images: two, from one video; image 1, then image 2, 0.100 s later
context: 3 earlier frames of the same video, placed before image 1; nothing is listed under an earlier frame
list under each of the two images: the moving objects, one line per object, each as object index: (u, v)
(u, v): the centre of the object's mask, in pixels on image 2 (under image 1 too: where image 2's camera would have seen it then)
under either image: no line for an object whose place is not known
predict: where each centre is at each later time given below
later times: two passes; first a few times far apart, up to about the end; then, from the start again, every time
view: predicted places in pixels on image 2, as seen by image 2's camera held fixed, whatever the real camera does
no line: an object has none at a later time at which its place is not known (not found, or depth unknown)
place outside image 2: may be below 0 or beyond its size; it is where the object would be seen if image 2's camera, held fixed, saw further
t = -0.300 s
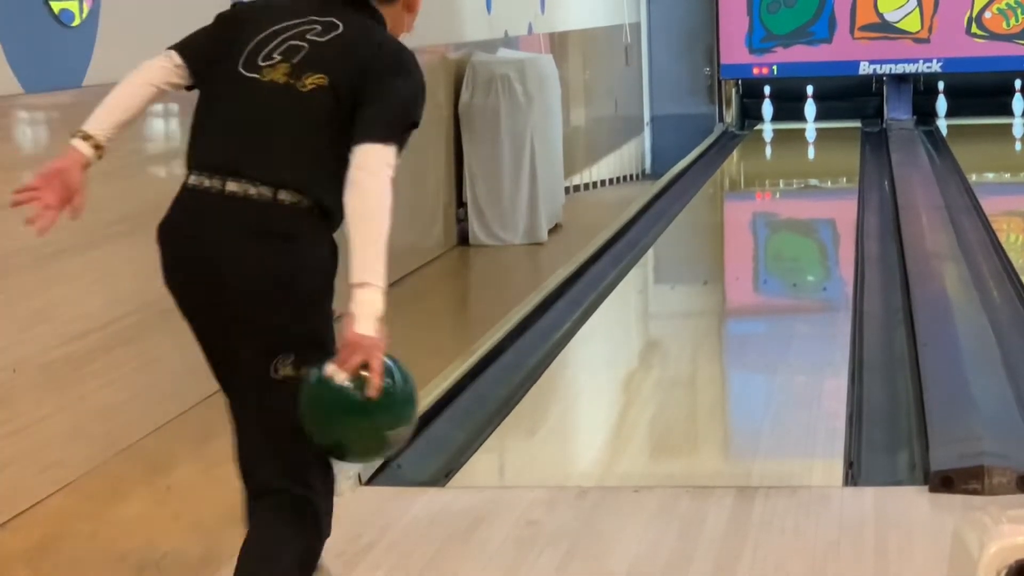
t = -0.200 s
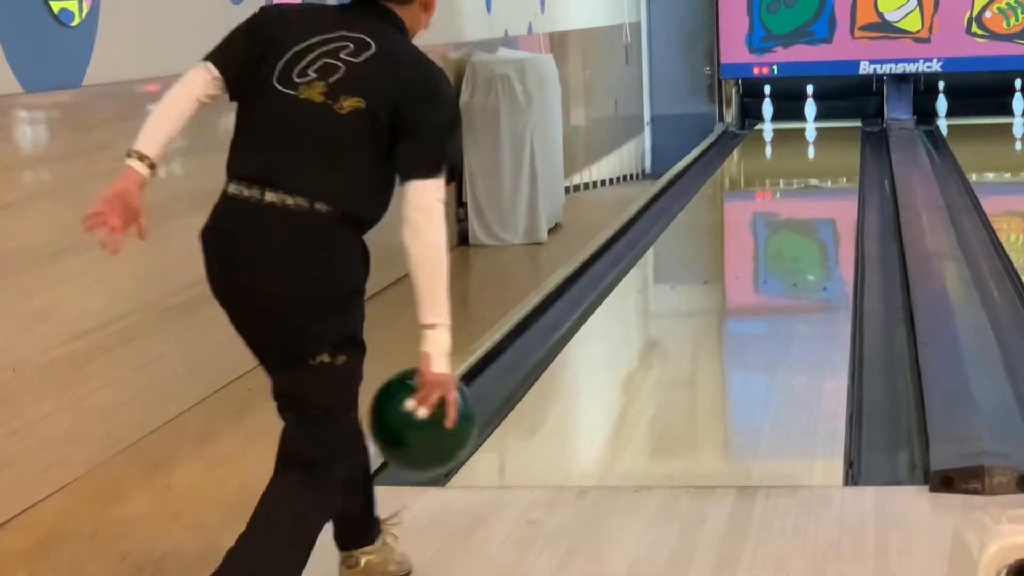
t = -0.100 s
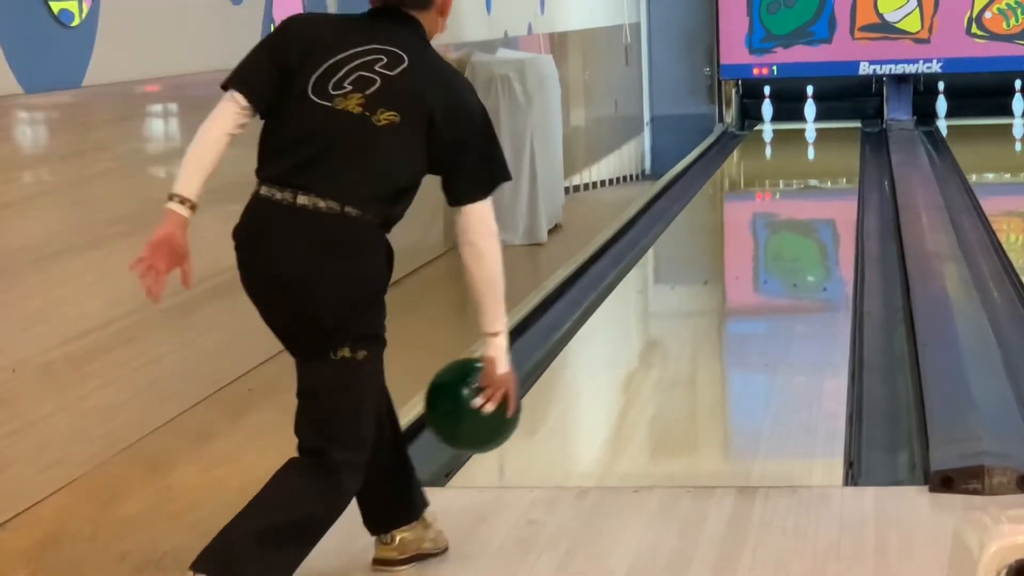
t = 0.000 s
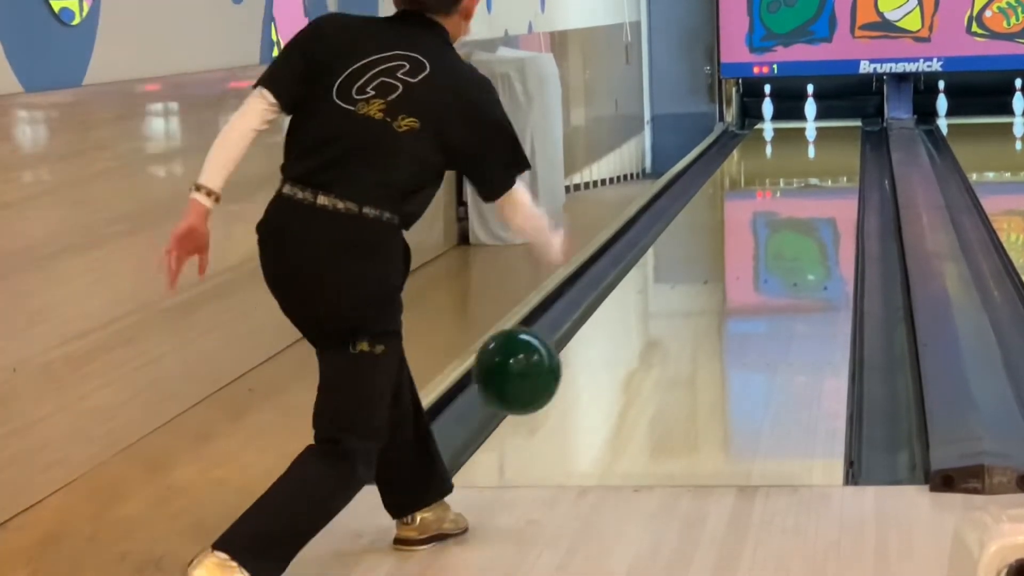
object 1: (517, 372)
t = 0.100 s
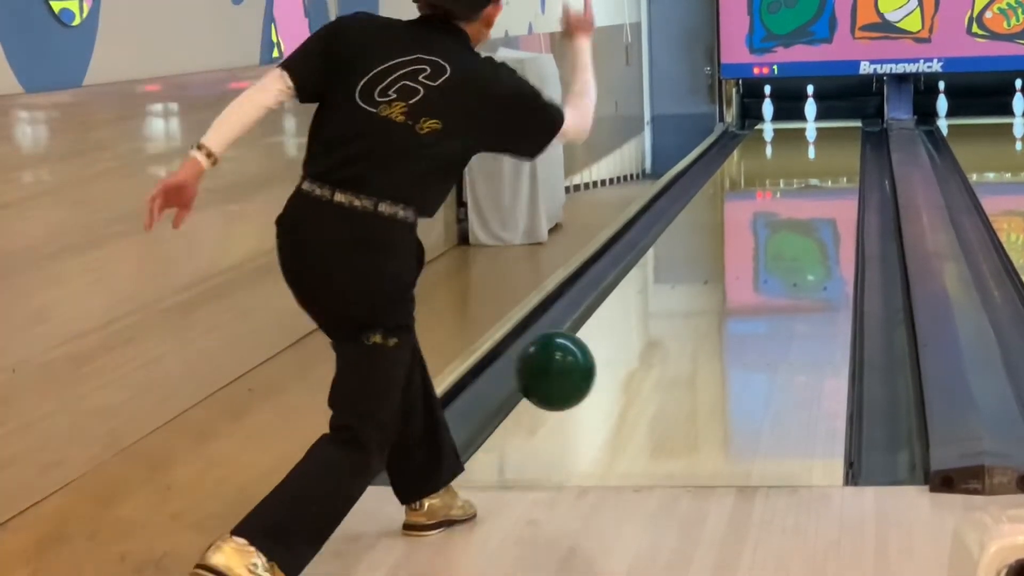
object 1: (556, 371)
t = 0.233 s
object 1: (598, 395)
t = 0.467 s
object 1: (650, 335)
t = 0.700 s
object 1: (688, 290)
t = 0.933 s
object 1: (717, 257)
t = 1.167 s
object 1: (739, 230)
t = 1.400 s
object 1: (756, 208)
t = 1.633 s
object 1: (771, 190)
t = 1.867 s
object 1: (783, 174)
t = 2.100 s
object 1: (792, 163)
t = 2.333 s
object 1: (800, 152)
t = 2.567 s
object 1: (806, 142)
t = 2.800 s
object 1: (812, 133)
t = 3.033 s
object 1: (816, 126)
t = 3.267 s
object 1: (818, 121)
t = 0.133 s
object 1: (568, 379)
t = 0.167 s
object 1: (579, 389)
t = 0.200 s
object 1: (588, 404)
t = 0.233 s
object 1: (598, 395)
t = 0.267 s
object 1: (606, 387)
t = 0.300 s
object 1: (615, 377)
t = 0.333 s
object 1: (623, 369)
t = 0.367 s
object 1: (630, 359)
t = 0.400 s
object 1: (637, 351)
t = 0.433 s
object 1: (644, 343)
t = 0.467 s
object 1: (650, 335)
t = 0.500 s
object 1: (656, 328)
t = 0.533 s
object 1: (662, 321)
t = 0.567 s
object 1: (668, 314)
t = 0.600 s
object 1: (673, 308)
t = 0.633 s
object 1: (678, 302)
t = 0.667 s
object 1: (684, 295)
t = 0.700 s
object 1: (688, 290)
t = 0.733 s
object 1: (693, 285)
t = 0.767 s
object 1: (697, 279)
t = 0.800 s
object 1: (701, 275)
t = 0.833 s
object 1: (705, 270)
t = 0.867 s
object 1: (710, 265)
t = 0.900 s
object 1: (713, 261)
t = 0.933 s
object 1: (717, 257)
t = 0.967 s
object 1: (720, 251)
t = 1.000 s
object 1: (724, 248)
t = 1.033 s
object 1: (727, 244)
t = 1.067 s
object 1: (730, 240)
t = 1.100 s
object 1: (733, 237)
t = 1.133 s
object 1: (736, 234)
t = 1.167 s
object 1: (739, 230)
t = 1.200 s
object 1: (741, 226)
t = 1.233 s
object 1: (744, 223)
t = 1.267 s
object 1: (747, 219)
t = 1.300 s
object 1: (749, 217)
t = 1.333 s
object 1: (752, 214)
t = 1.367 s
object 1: (754, 210)
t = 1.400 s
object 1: (756, 208)
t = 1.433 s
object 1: (759, 205)
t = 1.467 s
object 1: (761, 202)
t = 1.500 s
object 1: (763, 200)
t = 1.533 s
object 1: (765, 198)
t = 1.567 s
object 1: (767, 194)
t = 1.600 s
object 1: (769, 193)
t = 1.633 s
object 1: (771, 190)
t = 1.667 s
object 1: (773, 187)
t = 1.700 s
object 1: (775, 185)
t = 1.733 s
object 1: (776, 183)
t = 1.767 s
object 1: (778, 181)
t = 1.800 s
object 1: (779, 179)
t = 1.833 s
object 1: (781, 177)
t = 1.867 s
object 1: (783, 174)
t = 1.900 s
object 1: (784, 173)
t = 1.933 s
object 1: (785, 171)
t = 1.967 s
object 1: (787, 169)
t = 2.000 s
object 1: (788, 167)
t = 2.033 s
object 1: (789, 166)
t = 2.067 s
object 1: (791, 164)
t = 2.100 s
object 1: (792, 163)
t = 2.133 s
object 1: (793, 161)
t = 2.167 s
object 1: (795, 159)
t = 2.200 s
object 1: (796, 158)
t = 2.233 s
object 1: (797, 157)
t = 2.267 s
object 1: (798, 155)
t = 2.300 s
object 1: (800, 153)
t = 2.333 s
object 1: (800, 152)
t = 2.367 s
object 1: (802, 150)
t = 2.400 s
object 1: (802, 149)
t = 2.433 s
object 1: (803, 148)
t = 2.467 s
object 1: (804, 146)
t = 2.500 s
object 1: (805, 145)
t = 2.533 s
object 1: (806, 143)
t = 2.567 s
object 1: (806, 142)
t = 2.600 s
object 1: (807, 141)
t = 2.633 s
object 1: (808, 139)
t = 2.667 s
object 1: (809, 137)
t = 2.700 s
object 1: (809, 137)
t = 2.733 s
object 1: (810, 135)
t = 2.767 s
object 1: (811, 134)
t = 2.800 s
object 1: (812, 133)
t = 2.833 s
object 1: (813, 132)
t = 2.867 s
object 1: (813, 131)
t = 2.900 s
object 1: (815, 130)
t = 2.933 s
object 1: (815, 129)
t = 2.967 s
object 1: (815, 127)
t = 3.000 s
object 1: (816, 127)
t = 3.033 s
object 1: (816, 126)
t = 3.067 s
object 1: (816, 125)
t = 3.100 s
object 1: (817, 124)
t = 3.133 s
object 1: (817, 123)
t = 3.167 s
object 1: (817, 122)
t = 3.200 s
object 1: (817, 122)
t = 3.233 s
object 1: (818, 121)
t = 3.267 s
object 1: (818, 121)
